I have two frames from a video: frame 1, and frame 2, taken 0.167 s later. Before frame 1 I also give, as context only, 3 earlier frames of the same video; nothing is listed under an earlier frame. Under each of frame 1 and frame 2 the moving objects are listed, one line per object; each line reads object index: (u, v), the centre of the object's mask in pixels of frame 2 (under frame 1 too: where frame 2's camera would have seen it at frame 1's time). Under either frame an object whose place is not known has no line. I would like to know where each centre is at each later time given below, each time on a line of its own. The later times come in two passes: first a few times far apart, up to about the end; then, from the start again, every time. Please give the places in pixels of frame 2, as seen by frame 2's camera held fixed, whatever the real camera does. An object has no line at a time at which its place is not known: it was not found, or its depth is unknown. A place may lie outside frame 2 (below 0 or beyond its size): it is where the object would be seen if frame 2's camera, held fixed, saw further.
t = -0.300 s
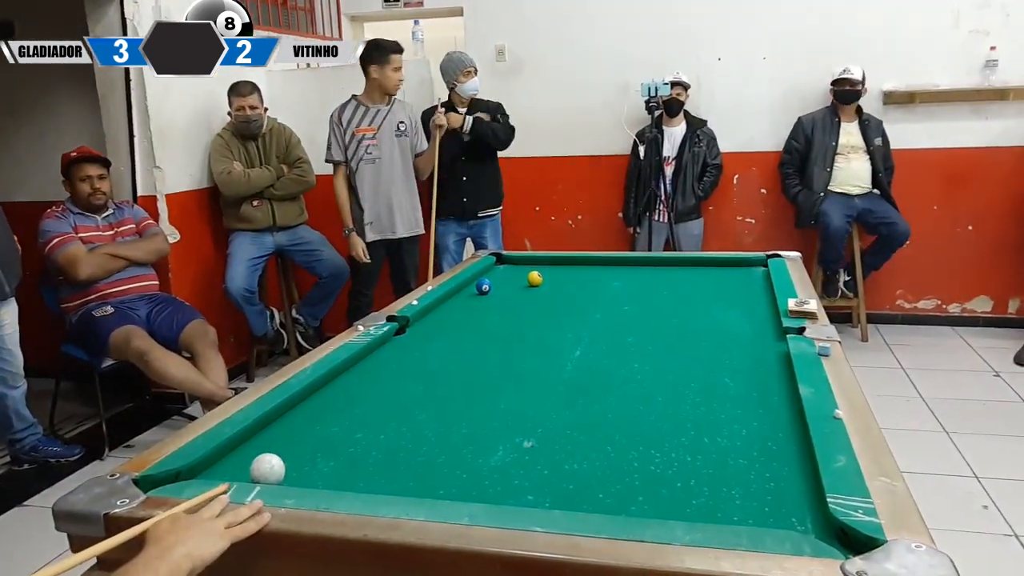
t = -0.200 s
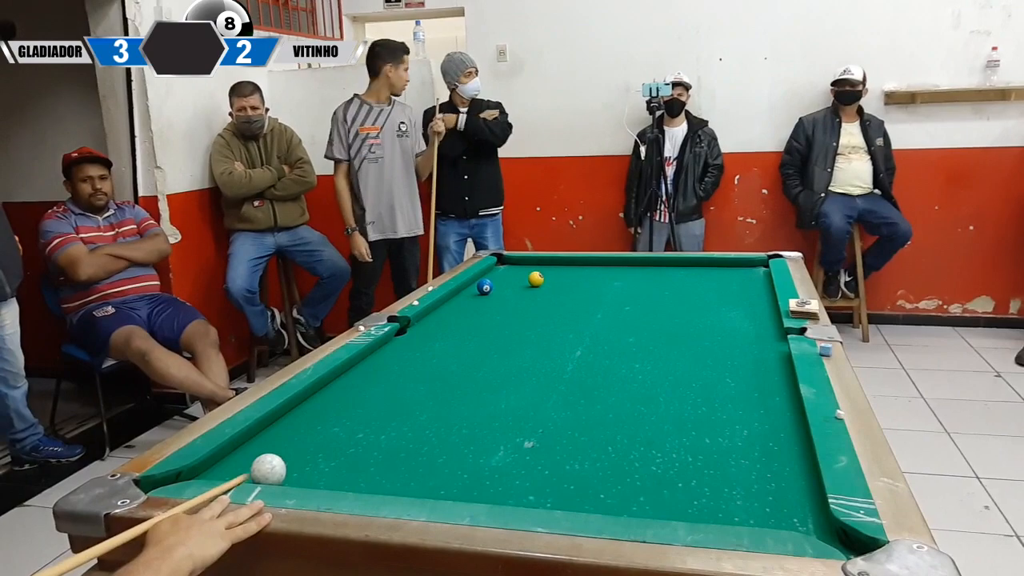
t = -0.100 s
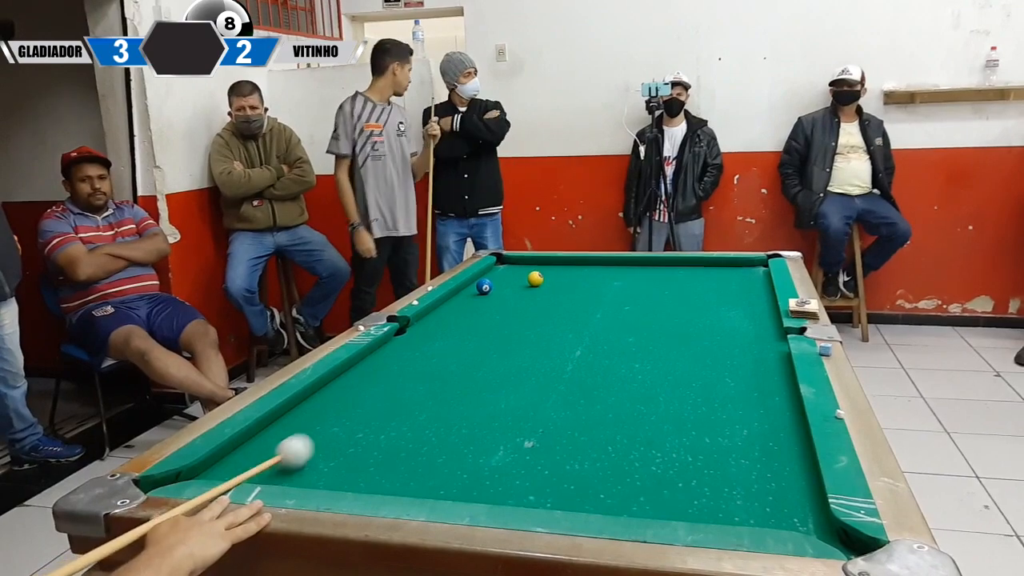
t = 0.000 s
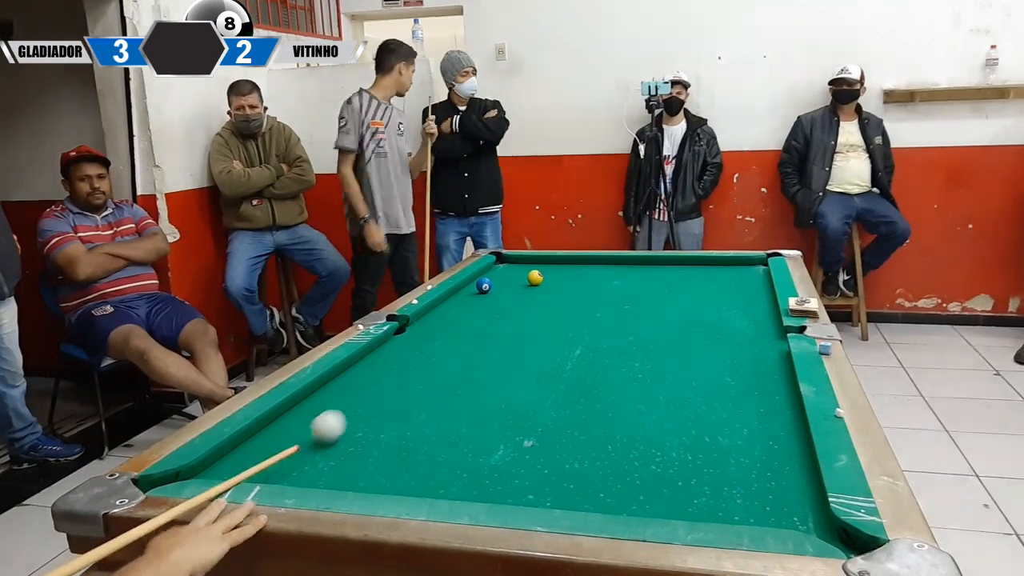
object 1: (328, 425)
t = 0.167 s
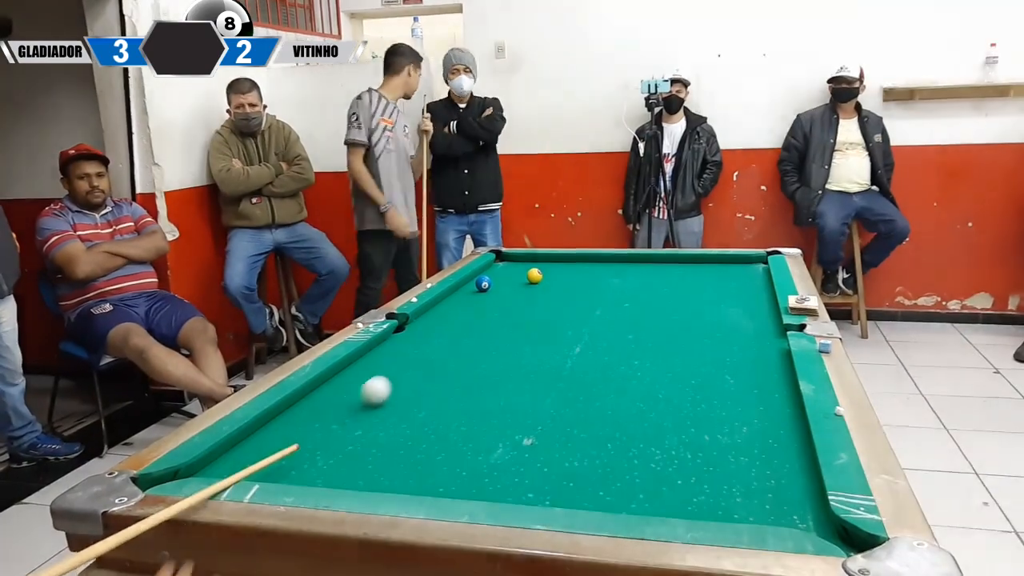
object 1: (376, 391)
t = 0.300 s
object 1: (407, 369)
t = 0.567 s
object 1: (458, 333)
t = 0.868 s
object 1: (499, 304)
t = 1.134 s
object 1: (528, 285)
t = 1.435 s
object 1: (556, 275)
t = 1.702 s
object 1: (579, 271)
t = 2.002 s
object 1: (603, 266)
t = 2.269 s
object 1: (621, 263)
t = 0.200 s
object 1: (384, 385)
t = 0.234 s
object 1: (392, 380)
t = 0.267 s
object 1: (399, 374)
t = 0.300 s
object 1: (407, 369)
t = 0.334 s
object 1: (414, 364)
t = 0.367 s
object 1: (422, 359)
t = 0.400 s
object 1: (428, 354)
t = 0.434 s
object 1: (435, 350)
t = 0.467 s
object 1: (440, 345)
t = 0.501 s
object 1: (446, 341)
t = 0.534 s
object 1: (452, 337)
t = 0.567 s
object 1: (458, 333)
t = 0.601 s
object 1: (462, 330)
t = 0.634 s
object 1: (468, 326)
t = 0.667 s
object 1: (473, 323)
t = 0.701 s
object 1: (478, 319)
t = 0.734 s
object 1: (482, 316)
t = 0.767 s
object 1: (487, 313)
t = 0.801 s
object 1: (491, 310)
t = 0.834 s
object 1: (495, 307)
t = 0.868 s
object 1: (499, 304)
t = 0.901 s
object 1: (503, 302)
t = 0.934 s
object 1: (507, 299)
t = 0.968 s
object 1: (510, 296)
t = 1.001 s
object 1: (514, 294)
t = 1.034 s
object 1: (518, 292)
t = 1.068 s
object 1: (521, 289)
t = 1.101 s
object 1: (524, 287)
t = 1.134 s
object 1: (528, 285)
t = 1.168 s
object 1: (531, 282)
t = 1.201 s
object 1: (534, 280)
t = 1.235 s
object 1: (536, 277)
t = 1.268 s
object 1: (541, 278)
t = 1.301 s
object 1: (544, 277)
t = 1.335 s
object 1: (547, 277)
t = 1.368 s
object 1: (549, 276)
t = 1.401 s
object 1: (553, 275)
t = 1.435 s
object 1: (556, 275)
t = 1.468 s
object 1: (559, 274)
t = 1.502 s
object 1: (562, 274)
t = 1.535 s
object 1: (565, 273)
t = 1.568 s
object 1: (568, 273)
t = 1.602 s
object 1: (570, 272)
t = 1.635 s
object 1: (573, 272)
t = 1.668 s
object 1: (576, 271)
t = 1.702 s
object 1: (579, 271)
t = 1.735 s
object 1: (582, 270)
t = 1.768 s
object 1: (584, 270)
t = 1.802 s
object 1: (587, 269)
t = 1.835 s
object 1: (590, 269)
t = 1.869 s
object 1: (592, 268)
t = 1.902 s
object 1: (595, 268)
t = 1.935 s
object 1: (598, 267)
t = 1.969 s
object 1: (600, 267)
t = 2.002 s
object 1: (603, 266)
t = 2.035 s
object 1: (605, 266)
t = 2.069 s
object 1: (607, 265)
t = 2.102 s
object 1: (610, 265)
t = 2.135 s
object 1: (612, 264)
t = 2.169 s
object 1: (614, 264)
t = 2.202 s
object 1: (617, 263)
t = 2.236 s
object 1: (619, 263)
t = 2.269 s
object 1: (621, 263)
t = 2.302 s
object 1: (623, 262)
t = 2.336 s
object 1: (625, 262)
